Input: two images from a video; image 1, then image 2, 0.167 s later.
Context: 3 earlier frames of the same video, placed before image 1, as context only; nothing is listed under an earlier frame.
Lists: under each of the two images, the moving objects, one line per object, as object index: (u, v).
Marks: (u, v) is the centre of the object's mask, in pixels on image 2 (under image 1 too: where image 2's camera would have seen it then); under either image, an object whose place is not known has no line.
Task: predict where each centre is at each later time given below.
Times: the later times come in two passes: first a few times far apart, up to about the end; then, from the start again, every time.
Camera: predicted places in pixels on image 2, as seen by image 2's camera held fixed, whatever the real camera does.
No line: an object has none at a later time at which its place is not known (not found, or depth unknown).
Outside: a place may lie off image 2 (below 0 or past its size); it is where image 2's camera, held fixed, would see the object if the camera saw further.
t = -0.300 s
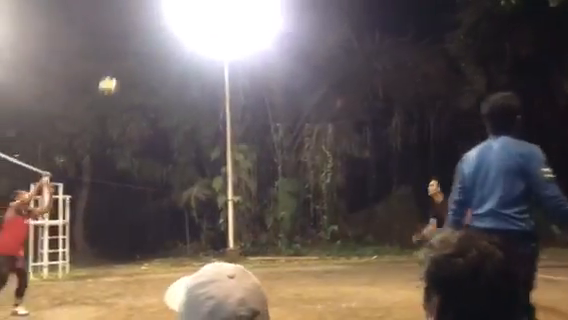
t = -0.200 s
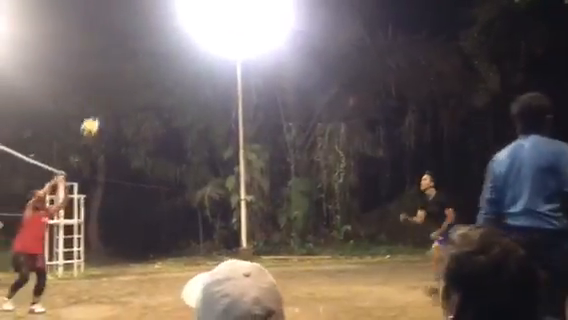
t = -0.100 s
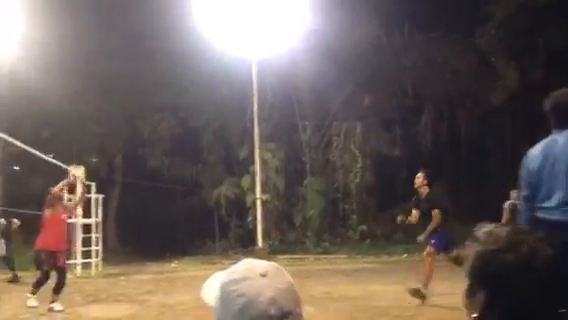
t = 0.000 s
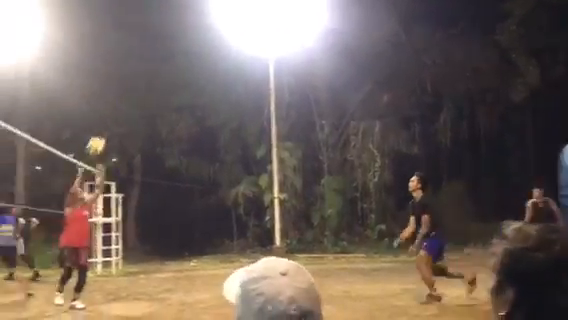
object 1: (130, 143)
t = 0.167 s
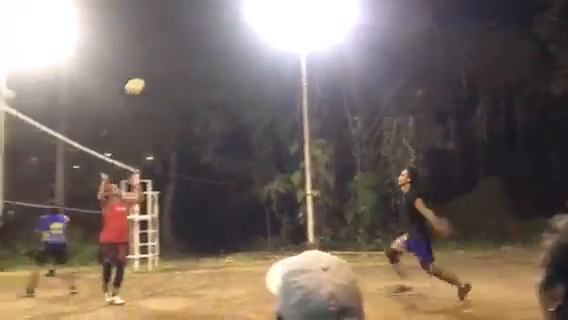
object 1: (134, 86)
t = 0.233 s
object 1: (135, 69)
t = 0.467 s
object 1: (141, 30)
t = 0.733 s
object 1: (149, 30)
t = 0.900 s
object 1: (154, 55)
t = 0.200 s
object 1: (135, 77)
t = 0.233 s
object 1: (135, 69)
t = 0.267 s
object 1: (136, 61)
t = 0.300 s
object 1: (137, 54)
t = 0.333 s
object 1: (138, 49)
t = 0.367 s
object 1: (138, 43)
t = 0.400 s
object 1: (139, 38)
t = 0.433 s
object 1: (140, 34)
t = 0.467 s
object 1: (141, 30)
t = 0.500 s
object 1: (142, 28)
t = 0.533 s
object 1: (142, 26)
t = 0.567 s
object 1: (145, 25)
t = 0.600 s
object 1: (145, 25)
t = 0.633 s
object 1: (146, 25)
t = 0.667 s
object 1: (147, 26)
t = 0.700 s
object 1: (148, 28)
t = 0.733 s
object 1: (149, 30)
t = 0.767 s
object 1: (150, 34)
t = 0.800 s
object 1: (151, 38)
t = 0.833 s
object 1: (152, 43)
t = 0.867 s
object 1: (153, 49)
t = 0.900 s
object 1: (154, 55)
